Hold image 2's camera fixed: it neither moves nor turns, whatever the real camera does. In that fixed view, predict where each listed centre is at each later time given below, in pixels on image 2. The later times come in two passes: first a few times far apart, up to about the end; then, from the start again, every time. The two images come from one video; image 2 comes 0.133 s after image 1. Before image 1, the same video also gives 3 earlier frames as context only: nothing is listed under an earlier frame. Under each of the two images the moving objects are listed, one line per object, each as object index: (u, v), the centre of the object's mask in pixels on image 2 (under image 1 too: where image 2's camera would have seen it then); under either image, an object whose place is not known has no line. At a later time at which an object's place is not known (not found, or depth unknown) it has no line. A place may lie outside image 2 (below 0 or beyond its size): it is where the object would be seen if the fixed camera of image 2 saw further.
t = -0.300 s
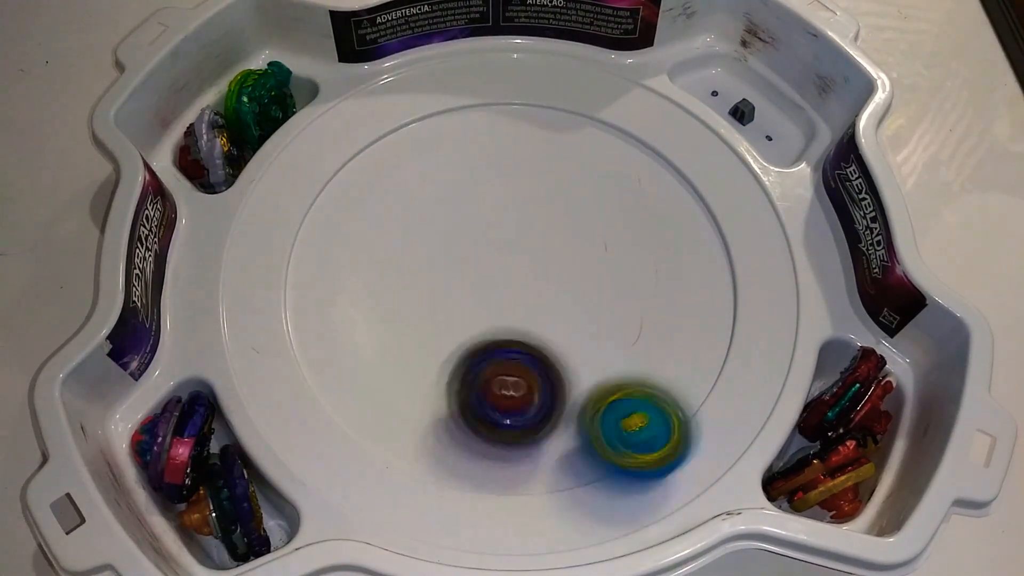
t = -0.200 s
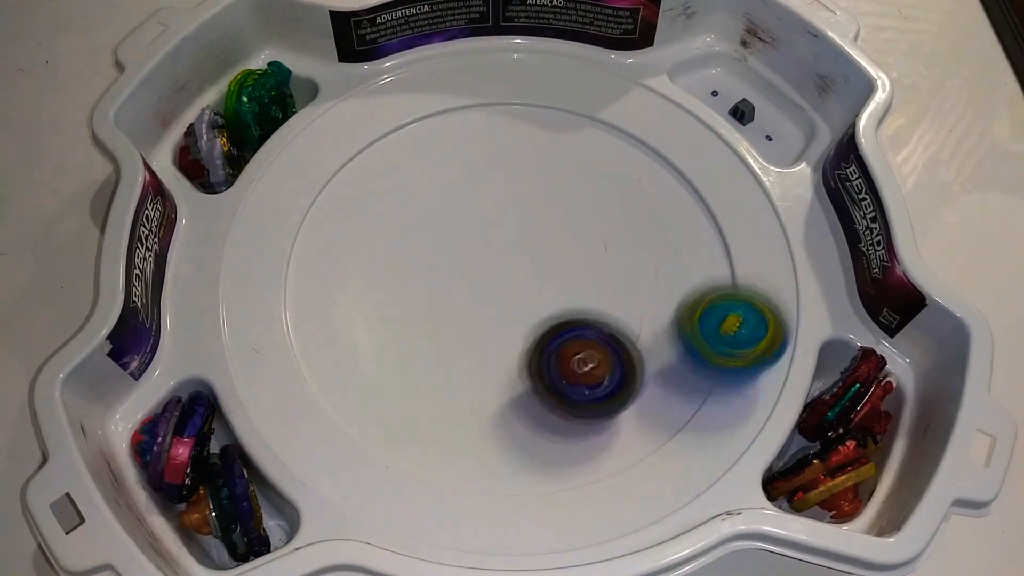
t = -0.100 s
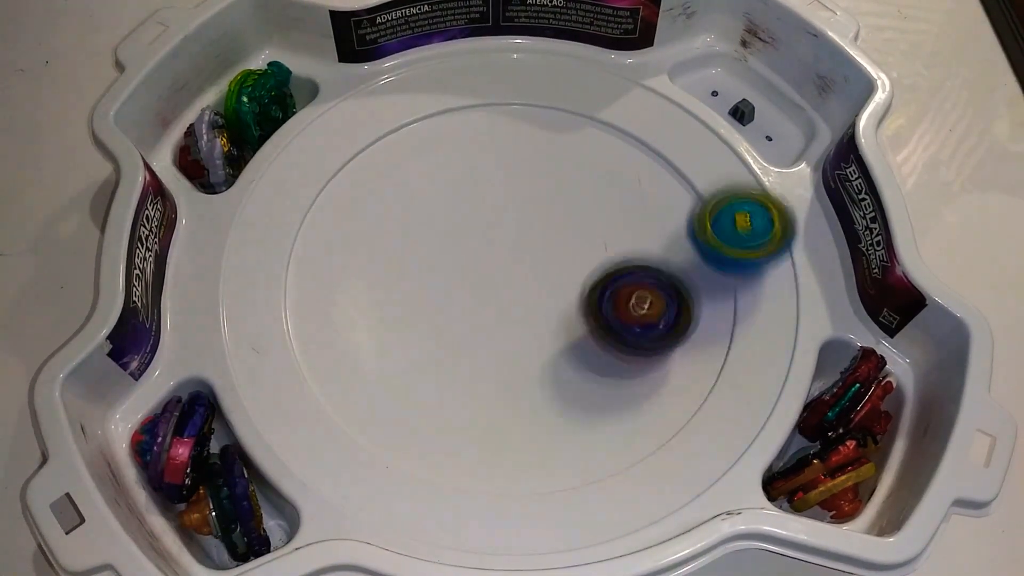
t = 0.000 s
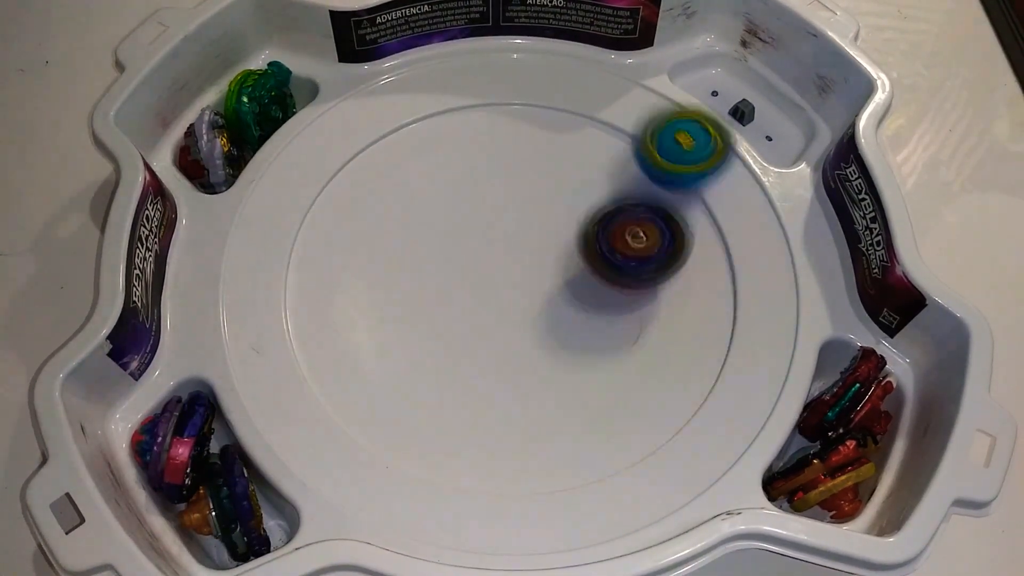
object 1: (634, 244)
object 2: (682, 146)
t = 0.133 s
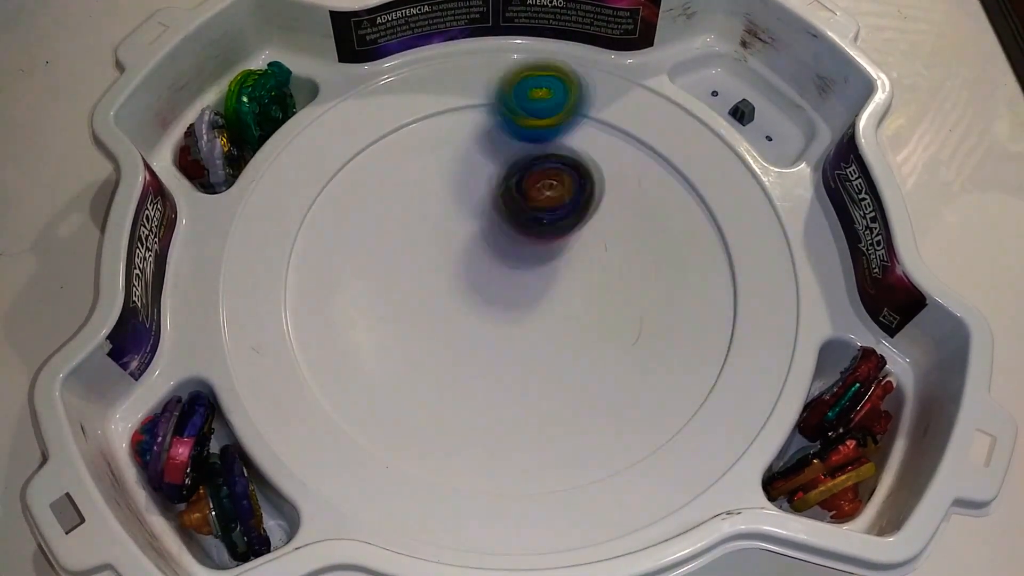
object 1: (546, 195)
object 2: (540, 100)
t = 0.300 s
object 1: (429, 312)
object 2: (351, 156)
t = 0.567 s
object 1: (509, 478)
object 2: (355, 361)
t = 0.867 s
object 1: (657, 339)
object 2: (568, 261)
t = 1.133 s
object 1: (515, 221)
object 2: (483, 118)
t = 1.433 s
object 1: (391, 335)
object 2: (366, 221)
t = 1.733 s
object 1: (551, 446)
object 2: (609, 301)
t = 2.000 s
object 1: (594, 307)
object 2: (692, 184)
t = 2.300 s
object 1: (402, 241)
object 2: (534, 206)
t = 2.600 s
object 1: (344, 315)
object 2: (496, 390)
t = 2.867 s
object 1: (501, 289)
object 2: (586, 420)
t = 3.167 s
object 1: (535, 166)
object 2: (489, 281)
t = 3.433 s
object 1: (504, 214)
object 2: (325, 244)
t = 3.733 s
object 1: (634, 264)
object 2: (398, 325)
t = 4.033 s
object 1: (667, 261)
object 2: (478, 270)
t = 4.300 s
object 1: (604, 279)
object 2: (487, 233)
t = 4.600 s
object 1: (499, 385)
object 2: (416, 168)
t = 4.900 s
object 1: (378, 383)
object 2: (451, 268)
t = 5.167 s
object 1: (347, 307)
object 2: (538, 352)
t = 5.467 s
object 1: (431, 235)
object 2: (603, 360)
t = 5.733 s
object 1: (538, 193)
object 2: (513, 314)
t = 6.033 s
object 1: (620, 180)
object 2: (417, 265)
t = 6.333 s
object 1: (606, 273)
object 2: (411, 248)
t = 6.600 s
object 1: (548, 370)
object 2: (465, 221)
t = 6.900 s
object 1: (452, 356)
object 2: (506, 224)
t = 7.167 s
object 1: (430, 279)
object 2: (544, 282)
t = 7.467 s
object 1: (502, 244)
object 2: (541, 335)
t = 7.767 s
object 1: (569, 270)
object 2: (516, 363)
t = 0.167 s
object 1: (515, 214)
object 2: (501, 83)
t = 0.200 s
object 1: (487, 238)
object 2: (461, 87)
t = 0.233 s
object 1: (463, 263)
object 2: (425, 105)
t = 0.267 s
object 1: (444, 288)
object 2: (387, 130)
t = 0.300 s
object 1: (429, 312)
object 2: (351, 156)
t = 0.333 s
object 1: (420, 335)
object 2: (326, 180)
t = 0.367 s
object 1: (414, 357)
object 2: (308, 210)
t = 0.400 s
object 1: (413, 381)
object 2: (298, 244)
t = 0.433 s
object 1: (415, 403)
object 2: (297, 280)
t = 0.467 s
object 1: (418, 424)
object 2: (307, 315)
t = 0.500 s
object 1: (422, 447)
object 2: (326, 349)
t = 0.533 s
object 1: (453, 458)
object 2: (345, 368)
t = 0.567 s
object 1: (509, 478)
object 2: (355, 361)
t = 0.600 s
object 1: (553, 494)
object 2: (371, 356)
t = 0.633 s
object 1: (598, 500)
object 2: (393, 351)
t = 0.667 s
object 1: (631, 479)
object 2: (421, 349)
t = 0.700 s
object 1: (653, 456)
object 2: (453, 345)
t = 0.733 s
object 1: (665, 432)
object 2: (483, 336)
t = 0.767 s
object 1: (669, 408)
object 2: (513, 322)
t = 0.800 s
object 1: (669, 385)
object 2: (536, 304)
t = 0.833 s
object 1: (665, 363)
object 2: (555, 283)
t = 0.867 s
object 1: (657, 339)
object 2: (568, 261)
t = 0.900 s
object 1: (645, 319)
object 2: (575, 236)
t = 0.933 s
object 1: (633, 297)
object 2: (576, 212)
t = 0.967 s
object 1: (615, 281)
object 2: (572, 189)
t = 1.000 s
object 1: (597, 264)
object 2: (563, 169)
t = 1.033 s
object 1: (578, 250)
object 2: (549, 150)
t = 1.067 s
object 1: (556, 236)
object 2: (530, 137)
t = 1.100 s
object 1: (536, 224)
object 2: (508, 128)
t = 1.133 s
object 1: (515, 221)
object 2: (483, 118)
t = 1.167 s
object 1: (494, 221)
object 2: (457, 112)
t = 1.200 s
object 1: (473, 220)
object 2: (433, 114)
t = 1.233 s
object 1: (449, 219)
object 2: (412, 124)
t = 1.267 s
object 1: (432, 235)
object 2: (391, 127)
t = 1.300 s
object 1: (419, 255)
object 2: (374, 132)
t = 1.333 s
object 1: (407, 274)
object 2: (362, 148)
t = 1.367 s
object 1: (399, 294)
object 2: (357, 168)
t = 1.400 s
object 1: (393, 314)
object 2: (359, 192)
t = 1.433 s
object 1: (391, 335)
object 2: (366, 221)
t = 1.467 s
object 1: (396, 355)
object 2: (379, 248)
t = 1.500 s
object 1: (406, 373)
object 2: (398, 272)
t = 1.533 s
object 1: (422, 392)
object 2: (423, 292)
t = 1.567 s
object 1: (442, 405)
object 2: (451, 308)
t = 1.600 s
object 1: (465, 414)
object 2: (480, 319)
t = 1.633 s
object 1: (485, 429)
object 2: (517, 319)
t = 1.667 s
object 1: (506, 441)
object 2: (551, 313)
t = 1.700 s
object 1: (528, 446)
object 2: (581, 309)
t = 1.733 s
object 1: (551, 446)
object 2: (609, 301)
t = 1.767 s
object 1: (571, 438)
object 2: (633, 291)
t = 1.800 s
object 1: (589, 424)
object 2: (655, 278)
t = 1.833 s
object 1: (601, 406)
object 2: (672, 264)
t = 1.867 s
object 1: (607, 387)
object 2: (686, 247)
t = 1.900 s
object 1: (610, 367)
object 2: (697, 231)
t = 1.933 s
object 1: (609, 346)
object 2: (703, 215)
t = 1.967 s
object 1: (603, 325)
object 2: (703, 198)
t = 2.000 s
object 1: (594, 307)
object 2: (692, 184)
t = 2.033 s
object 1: (583, 290)
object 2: (677, 175)
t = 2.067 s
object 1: (570, 273)
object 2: (658, 169)
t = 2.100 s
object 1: (556, 256)
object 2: (635, 169)
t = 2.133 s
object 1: (533, 244)
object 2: (613, 172)
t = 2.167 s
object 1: (500, 246)
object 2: (602, 168)
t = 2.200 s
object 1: (472, 244)
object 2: (586, 170)
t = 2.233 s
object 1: (448, 242)
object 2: (569, 178)
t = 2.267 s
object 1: (424, 241)
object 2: (551, 190)
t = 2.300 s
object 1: (402, 241)
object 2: (534, 206)
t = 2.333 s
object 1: (379, 243)
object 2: (520, 226)
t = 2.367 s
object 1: (360, 246)
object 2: (509, 246)
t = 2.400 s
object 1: (342, 251)
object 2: (500, 267)
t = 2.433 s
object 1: (323, 257)
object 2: (494, 288)
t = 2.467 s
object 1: (306, 264)
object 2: (491, 308)
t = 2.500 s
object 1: (292, 274)
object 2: (488, 330)
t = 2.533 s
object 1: (305, 291)
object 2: (488, 351)
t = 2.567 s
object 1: (325, 303)
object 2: (491, 370)
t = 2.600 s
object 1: (344, 315)
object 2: (496, 390)
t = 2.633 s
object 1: (363, 325)
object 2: (506, 406)
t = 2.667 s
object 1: (384, 331)
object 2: (517, 418)
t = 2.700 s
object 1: (409, 334)
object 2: (530, 432)
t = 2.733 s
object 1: (431, 331)
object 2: (544, 441)
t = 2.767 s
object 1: (452, 324)
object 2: (558, 445)
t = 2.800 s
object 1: (471, 314)
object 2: (571, 443)
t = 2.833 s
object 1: (488, 303)
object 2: (581, 434)
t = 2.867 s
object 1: (501, 289)
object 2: (586, 420)
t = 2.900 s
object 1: (514, 275)
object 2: (587, 406)
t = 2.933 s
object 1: (524, 262)
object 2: (585, 389)
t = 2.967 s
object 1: (533, 247)
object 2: (579, 369)
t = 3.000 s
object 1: (538, 232)
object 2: (569, 352)
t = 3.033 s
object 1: (543, 218)
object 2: (556, 335)
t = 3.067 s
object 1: (545, 204)
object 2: (540, 320)
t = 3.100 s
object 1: (545, 190)
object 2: (523, 305)
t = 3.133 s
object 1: (542, 177)
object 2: (506, 292)
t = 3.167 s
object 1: (535, 166)
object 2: (489, 281)
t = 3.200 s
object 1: (525, 158)
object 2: (470, 268)
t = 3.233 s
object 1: (513, 154)
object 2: (452, 259)
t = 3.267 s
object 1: (498, 158)
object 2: (433, 249)
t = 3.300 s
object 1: (485, 169)
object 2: (416, 244)
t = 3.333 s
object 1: (479, 180)
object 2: (393, 239)
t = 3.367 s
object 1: (483, 193)
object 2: (368, 238)
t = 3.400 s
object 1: (492, 203)
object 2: (344, 240)
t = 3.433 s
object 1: (504, 214)
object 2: (325, 244)
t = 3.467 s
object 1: (519, 223)
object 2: (306, 248)
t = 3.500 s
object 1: (533, 231)
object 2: (296, 255)
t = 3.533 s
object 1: (548, 240)
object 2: (302, 269)
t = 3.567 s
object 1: (563, 246)
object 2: (307, 280)
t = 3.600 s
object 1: (578, 251)
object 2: (317, 293)
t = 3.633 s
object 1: (592, 257)
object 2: (331, 305)
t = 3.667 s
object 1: (607, 260)
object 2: (352, 314)
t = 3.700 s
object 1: (621, 263)
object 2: (375, 320)
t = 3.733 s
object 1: (634, 264)
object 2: (398, 325)
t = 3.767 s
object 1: (644, 264)
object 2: (424, 326)
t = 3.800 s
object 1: (651, 262)
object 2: (446, 323)
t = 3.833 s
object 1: (650, 259)
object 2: (467, 318)
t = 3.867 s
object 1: (645, 258)
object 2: (491, 312)
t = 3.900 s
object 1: (638, 259)
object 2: (510, 303)
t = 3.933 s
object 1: (628, 261)
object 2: (526, 295)
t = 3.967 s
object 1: (646, 262)
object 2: (508, 286)
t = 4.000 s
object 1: (659, 262)
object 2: (491, 278)
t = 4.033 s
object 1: (667, 261)
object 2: (478, 270)
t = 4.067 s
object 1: (673, 260)
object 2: (470, 263)
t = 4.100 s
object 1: (675, 258)
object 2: (468, 257)
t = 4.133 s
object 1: (672, 258)
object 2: (471, 251)
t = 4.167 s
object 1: (665, 258)
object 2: (476, 246)
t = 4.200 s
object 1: (654, 259)
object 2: (481, 241)
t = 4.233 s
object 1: (639, 264)
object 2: (483, 238)
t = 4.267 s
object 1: (622, 270)
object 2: (485, 236)
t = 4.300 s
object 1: (604, 279)
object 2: (487, 233)
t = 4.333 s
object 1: (587, 288)
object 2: (489, 233)
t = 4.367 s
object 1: (576, 303)
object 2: (487, 227)
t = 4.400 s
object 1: (568, 323)
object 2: (476, 210)
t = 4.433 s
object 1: (556, 339)
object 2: (466, 198)
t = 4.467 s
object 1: (547, 350)
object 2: (457, 190)
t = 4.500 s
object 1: (538, 360)
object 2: (447, 181)
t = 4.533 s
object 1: (526, 369)
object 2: (437, 174)
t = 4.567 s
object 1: (512, 378)
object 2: (427, 169)
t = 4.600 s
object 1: (499, 385)
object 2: (416, 168)
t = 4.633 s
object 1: (486, 391)
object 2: (408, 172)
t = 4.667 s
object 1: (471, 396)
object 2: (402, 180)
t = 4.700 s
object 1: (458, 399)
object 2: (401, 191)
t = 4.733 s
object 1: (446, 401)
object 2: (404, 206)
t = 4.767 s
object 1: (431, 401)
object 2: (412, 220)
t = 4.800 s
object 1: (417, 398)
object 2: (420, 234)
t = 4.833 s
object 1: (404, 395)
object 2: (430, 245)
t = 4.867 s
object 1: (389, 389)
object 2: (440, 258)
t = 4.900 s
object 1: (378, 383)
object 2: (451, 268)
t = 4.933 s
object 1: (368, 376)
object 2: (462, 281)
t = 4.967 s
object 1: (358, 368)
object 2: (473, 291)
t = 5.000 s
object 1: (352, 360)
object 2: (485, 302)
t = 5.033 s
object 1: (346, 349)
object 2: (495, 312)
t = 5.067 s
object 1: (344, 339)
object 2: (506, 323)
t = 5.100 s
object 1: (343, 328)
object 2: (517, 332)
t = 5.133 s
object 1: (344, 318)
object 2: (527, 343)
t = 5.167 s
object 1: (347, 307)
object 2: (538, 352)
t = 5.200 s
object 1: (351, 297)
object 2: (548, 362)
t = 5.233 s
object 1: (359, 287)
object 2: (560, 370)
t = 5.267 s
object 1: (367, 278)
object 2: (569, 378)
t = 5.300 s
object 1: (378, 270)
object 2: (582, 384)
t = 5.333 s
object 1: (386, 262)
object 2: (591, 385)
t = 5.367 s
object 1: (397, 255)
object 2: (601, 383)
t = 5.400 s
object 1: (408, 247)
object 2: (605, 378)
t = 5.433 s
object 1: (418, 240)
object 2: (608, 369)
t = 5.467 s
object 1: (431, 235)
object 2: (603, 360)
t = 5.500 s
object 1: (443, 229)
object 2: (595, 350)
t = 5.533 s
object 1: (455, 226)
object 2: (585, 341)
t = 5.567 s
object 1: (468, 222)
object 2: (573, 332)
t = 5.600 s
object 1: (481, 219)
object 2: (563, 324)
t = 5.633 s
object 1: (494, 217)
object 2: (550, 316)
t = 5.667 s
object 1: (508, 214)
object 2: (539, 309)
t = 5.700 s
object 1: (523, 204)
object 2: (526, 311)
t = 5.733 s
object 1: (538, 193)
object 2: (513, 314)
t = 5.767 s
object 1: (547, 186)
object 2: (498, 313)
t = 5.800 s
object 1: (557, 181)
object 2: (485, 308)
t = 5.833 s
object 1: (566, 176)
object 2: (473, 303)
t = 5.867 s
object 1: (576, 173)
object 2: (463, 298)
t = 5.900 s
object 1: (585, 171)
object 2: (454, 292)
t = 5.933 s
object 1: (595, 170)
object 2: (443, 285)
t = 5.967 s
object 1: (604, 171)
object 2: (435, 278)
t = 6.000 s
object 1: (613, 175)
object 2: (426, 271)
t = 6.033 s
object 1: (620, 180)
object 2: (417, 265)
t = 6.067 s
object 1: (626, 187)
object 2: (411, 259)
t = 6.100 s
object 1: (629, 196)
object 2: (404, 252)
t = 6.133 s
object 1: (630, 205)
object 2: (400, 249)
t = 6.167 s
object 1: (631, 216)
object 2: (397, 246)
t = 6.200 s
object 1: (629, 228)
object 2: (395, 245)
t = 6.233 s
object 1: (627, 240)
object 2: (397, 246)
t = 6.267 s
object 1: (621, 251)
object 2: (400, 247)
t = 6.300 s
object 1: (616, 263)
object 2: (406, 248)
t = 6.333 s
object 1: (606, 273)
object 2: (411, 248)
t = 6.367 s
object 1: (600, 283)
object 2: (423, 253)
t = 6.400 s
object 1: (589, 293)
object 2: (432, 256)
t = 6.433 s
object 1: (578, 298)
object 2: (444, 259)
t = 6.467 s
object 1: (565, 309)
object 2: (458, 264)
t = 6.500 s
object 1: (556, 319)
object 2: (464, 259)
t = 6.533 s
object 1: (553, 338)
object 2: (465, 249)
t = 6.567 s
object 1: (554, 355)
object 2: (462, 233)
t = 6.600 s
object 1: (548, 370)
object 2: (465, 221)
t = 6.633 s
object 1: (536, 376)
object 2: (470, 216)
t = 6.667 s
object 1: (524, 380)
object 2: (472, 213)
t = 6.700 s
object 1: (513, 380)
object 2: (473, 212)
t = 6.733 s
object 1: (502, 384)
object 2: (476, 209)
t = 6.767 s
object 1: (490, 381)
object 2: (483, 208)
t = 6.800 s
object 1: (478, 375)
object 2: (492, 212)
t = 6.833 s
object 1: (468, 372)
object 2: (498, 215)
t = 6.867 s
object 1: (460, 364)
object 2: (502, 219)
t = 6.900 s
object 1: (452, 356)
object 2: (506, 224)
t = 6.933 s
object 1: (446, 347)
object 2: (509, 229)
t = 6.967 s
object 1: (444, 336)
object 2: (511, 236)
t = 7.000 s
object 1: (439, 327)
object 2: (513, 244)
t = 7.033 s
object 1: (439, 317)
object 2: (512, 253)
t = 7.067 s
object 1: (431, 309)
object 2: (522, 257)
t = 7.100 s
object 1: (429, 299)
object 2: (534, 261)
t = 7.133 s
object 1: (428, 289)
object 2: (540, 273)
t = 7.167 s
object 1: (430, 279)
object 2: (544, 282)
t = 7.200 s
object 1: (435, 273)
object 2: (548, 290)
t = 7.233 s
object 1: (439, 266)
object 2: (548, 300)
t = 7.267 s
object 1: (447, 258)
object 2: (551, 307)
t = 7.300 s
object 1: (455, 253)
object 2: (551, 315)
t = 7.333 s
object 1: (463, 248)
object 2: (550, 321)
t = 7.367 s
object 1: (474, 246)
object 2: (549, 326)
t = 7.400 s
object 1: (482, 244)
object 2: (548, 330)
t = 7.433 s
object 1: (492, 243)
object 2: (543, 333)
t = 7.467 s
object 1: (502, 244)
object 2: (541, 335)
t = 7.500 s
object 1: (513, 238)
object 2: (536, 346)
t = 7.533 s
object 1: (523, 238)
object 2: (531, 354)
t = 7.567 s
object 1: (532, 238)
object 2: (524, 361)
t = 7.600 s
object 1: (544, 241)
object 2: (518, 367)
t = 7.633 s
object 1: (551, 245)
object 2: (516, 370)
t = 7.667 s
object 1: (555, 248)
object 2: (515, 372)
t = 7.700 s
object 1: (561, 255)
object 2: (515, 370)
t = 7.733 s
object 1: (566, 263)
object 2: (515, 367)
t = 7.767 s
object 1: (569, 270)
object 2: (516, 363)
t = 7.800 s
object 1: (574, 274)
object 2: (508, 365)
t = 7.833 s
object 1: (577, 279)
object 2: (503, 367)
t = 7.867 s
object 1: (579, 287)
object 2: (502, 366)
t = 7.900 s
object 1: (579, 293)
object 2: (495, 366)
